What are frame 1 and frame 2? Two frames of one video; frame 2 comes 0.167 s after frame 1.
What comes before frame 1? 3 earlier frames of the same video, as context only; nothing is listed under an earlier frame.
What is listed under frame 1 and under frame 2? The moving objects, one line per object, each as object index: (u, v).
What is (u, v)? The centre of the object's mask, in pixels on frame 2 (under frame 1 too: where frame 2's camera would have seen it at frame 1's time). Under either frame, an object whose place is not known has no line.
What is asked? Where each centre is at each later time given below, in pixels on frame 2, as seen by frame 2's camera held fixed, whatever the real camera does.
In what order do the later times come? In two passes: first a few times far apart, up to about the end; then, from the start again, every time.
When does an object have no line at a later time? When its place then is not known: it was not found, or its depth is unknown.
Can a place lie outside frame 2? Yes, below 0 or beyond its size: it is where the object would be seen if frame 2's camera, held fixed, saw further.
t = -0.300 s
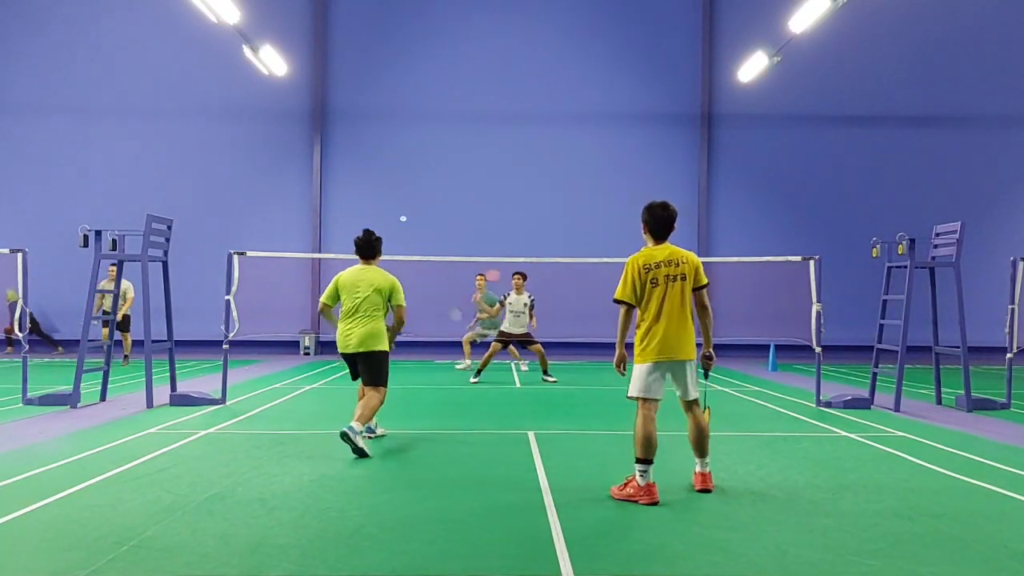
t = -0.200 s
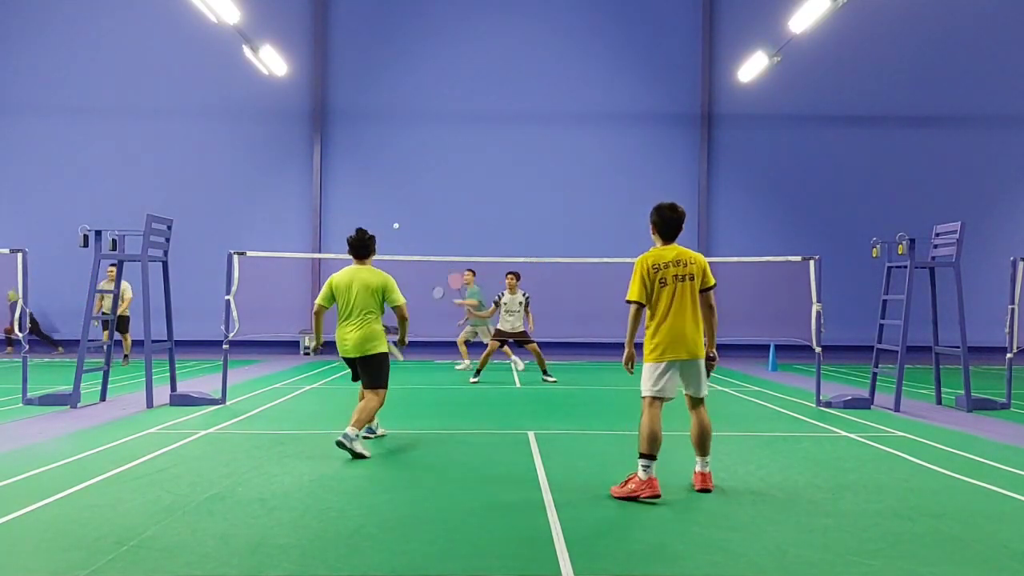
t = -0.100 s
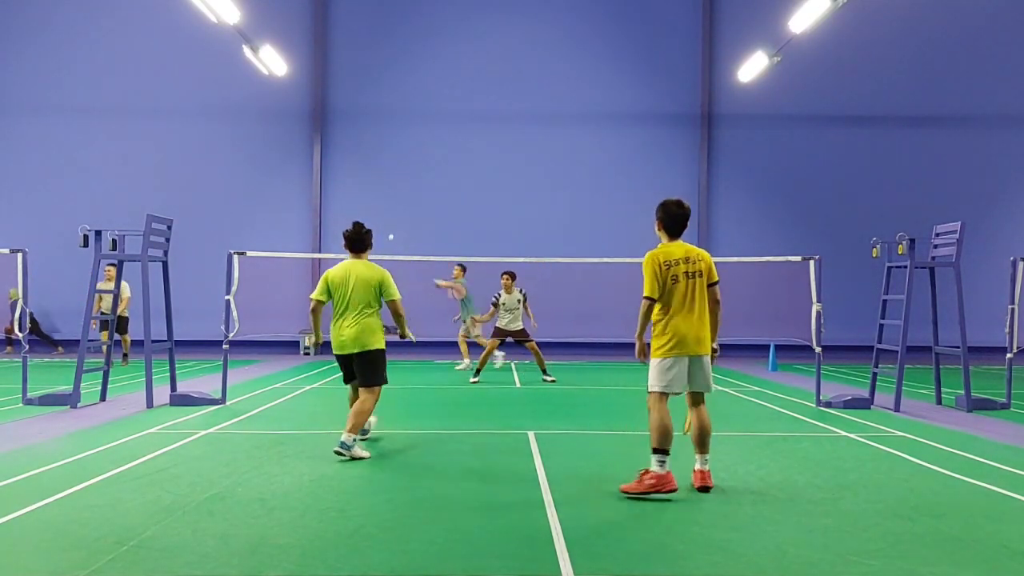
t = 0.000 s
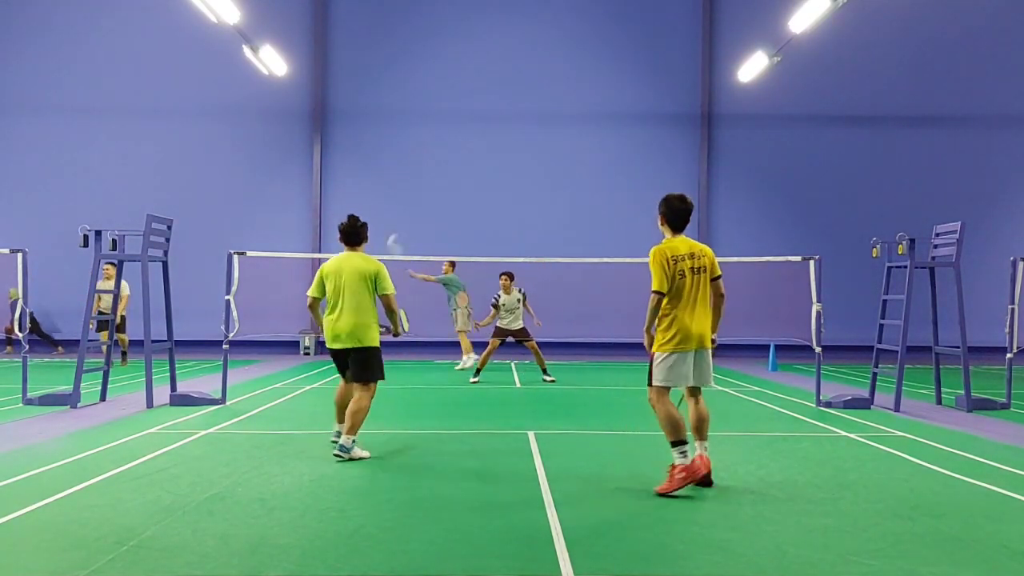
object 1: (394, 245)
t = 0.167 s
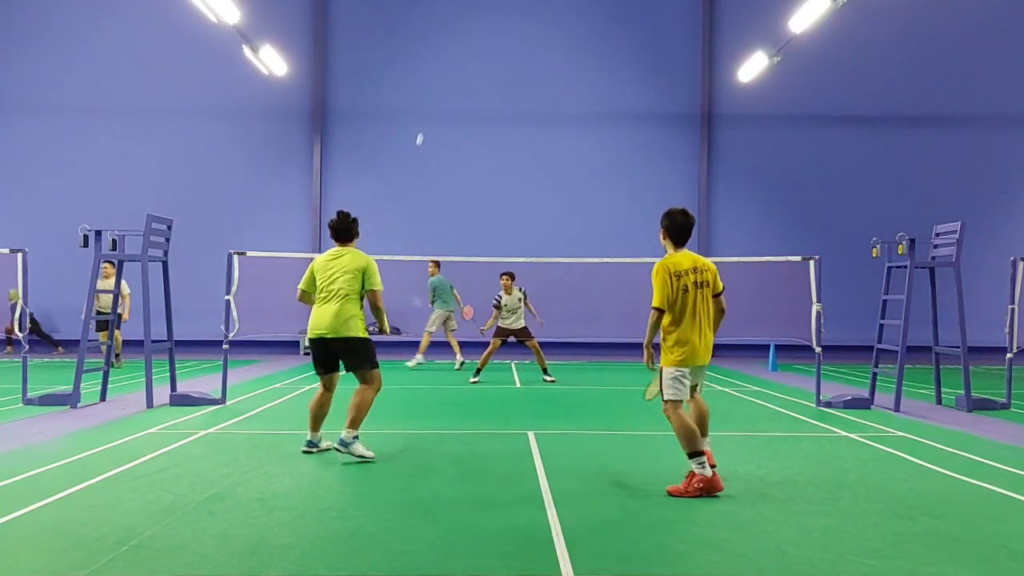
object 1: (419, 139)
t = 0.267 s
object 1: (433, 96)
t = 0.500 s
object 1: (463, 38)
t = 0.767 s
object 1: (491, 44)
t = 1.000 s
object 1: (513, 128)
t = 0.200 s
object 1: (424, 123)
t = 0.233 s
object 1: (429, 109)
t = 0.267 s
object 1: (433, 96)
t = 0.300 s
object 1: (438, 84)
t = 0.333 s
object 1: (442, 73)
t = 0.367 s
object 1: (446, 64)
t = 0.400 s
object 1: (451, 56)
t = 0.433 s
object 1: (455, 48)
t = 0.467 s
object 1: (459, 42)
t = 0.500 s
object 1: (463, 38)
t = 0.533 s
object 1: (466, 33)
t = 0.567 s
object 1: (471, 31)
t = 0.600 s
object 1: (474, 30)
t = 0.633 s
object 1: (478, 30)
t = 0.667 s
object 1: (481, 31)
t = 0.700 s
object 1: (485, 34)
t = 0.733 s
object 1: (488, 38)
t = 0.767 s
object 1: (491, 44)
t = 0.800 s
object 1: (495, 51)
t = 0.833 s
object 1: (498, 60)
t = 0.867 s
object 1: (501, 70)
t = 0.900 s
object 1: (504, 82)
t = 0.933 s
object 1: (507, 95)
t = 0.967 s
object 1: (510, 111)
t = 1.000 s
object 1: (513, 128)
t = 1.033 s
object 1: (515, 146)
